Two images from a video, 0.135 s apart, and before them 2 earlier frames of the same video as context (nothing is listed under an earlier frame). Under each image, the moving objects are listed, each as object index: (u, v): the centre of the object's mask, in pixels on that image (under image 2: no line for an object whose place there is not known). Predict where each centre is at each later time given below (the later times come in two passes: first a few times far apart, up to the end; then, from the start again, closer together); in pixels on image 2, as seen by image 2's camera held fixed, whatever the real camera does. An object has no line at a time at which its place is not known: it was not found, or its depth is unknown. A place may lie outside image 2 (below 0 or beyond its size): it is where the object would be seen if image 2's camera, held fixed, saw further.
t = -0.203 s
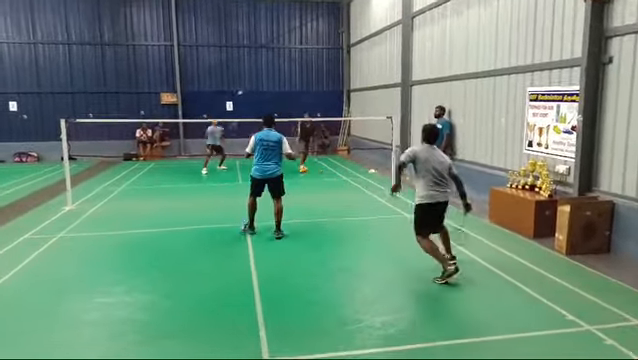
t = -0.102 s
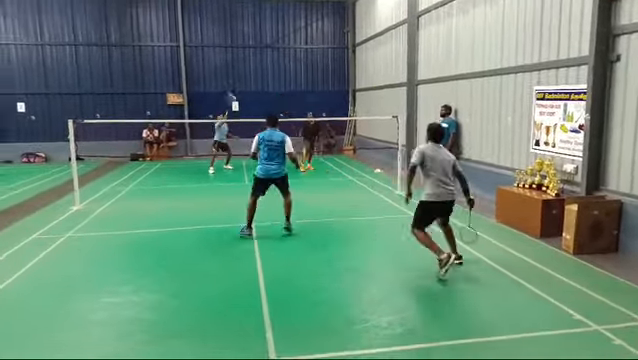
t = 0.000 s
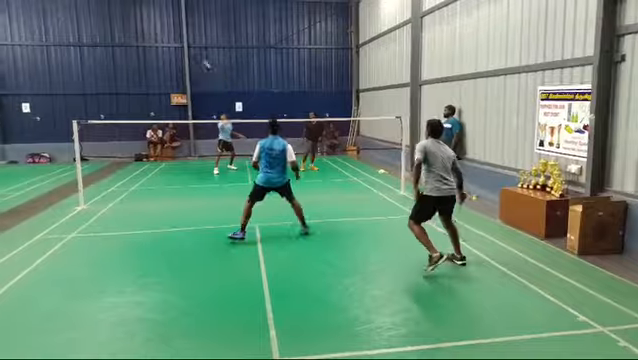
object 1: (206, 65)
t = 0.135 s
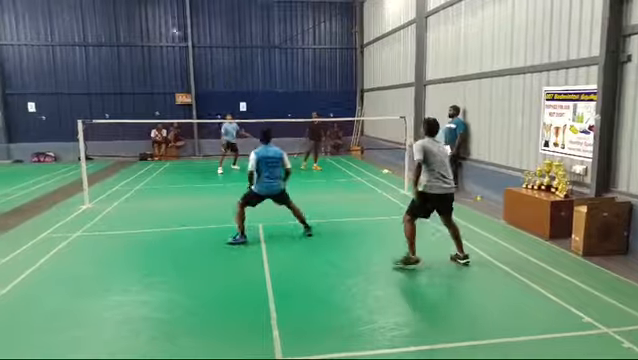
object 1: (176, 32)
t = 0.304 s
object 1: (130, 4)
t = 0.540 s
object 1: (66, -3)
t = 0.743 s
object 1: (15, 26)
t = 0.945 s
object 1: (-35, 95)
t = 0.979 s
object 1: (-43, 109)
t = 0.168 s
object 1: (165, 23)
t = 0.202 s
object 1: (157, 18)
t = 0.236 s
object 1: (148, 12)
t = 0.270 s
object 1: (138, 8)
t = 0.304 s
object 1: (130, 4)
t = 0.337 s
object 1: (121, 1)
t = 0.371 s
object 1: (113, 0)
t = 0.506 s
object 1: (78, -3)
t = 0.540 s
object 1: (66, -3)
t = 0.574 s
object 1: (58, -1)
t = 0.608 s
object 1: (50, 3)
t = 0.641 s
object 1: (41, 7)
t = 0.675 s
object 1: (32, 12)
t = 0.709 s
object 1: (23, 19)
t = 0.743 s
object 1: (15, 26)
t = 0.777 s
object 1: (6, 35)
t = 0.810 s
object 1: (-2, 44)
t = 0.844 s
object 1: (-12, 57)
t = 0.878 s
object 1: (-19, 67)
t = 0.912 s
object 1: (-27, 81)
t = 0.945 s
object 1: (-35, 95)
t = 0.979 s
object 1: (-43, 109)
